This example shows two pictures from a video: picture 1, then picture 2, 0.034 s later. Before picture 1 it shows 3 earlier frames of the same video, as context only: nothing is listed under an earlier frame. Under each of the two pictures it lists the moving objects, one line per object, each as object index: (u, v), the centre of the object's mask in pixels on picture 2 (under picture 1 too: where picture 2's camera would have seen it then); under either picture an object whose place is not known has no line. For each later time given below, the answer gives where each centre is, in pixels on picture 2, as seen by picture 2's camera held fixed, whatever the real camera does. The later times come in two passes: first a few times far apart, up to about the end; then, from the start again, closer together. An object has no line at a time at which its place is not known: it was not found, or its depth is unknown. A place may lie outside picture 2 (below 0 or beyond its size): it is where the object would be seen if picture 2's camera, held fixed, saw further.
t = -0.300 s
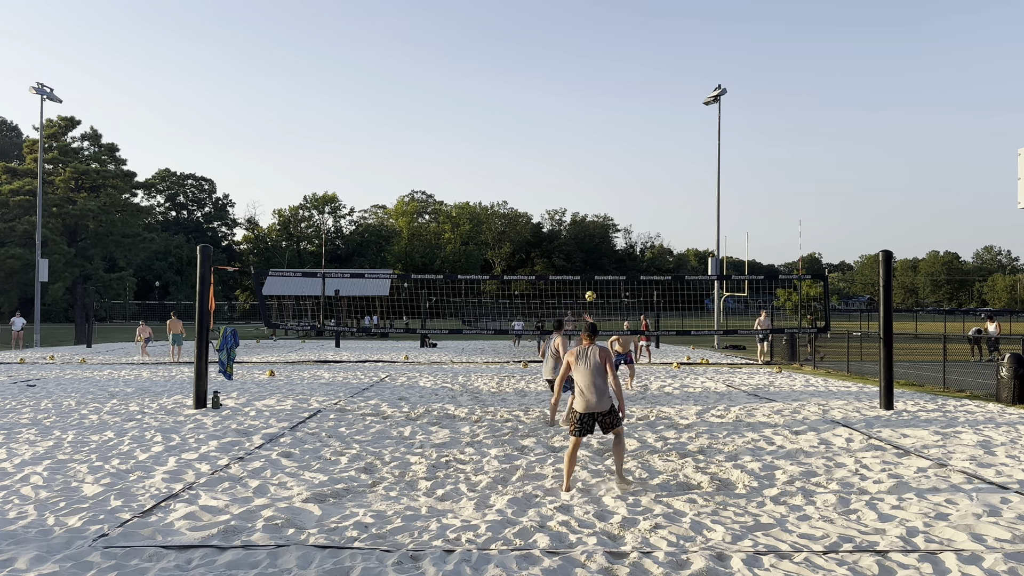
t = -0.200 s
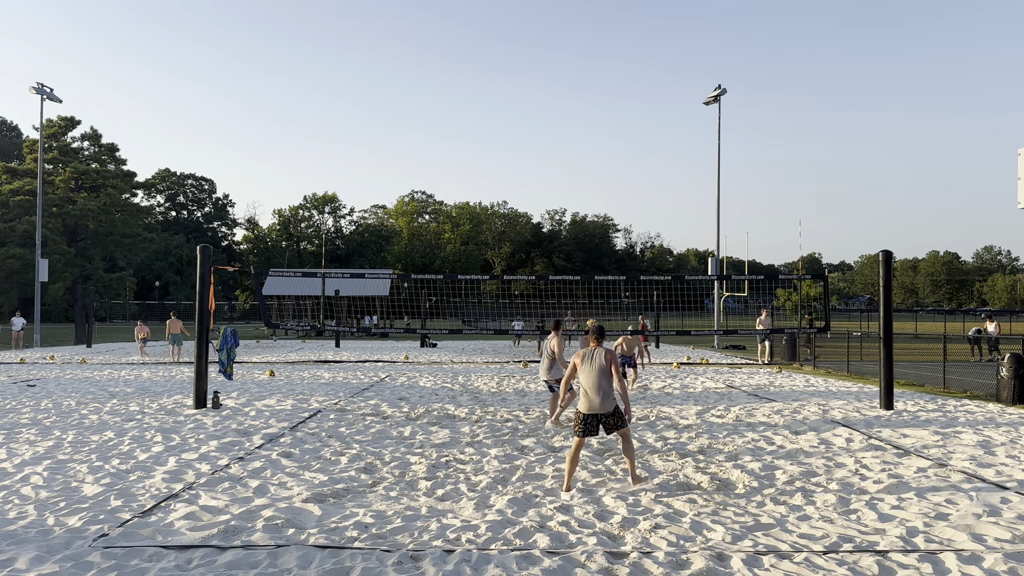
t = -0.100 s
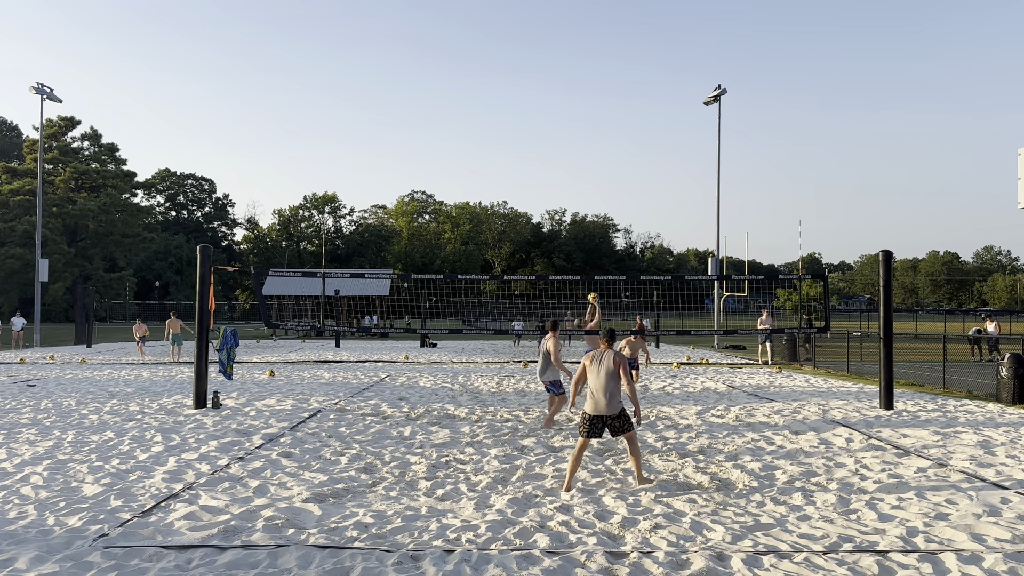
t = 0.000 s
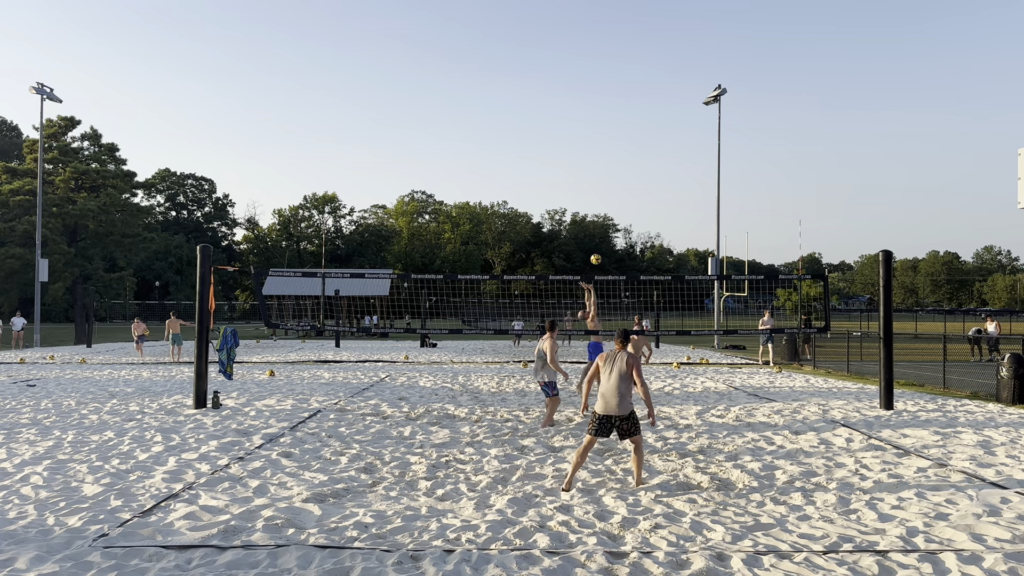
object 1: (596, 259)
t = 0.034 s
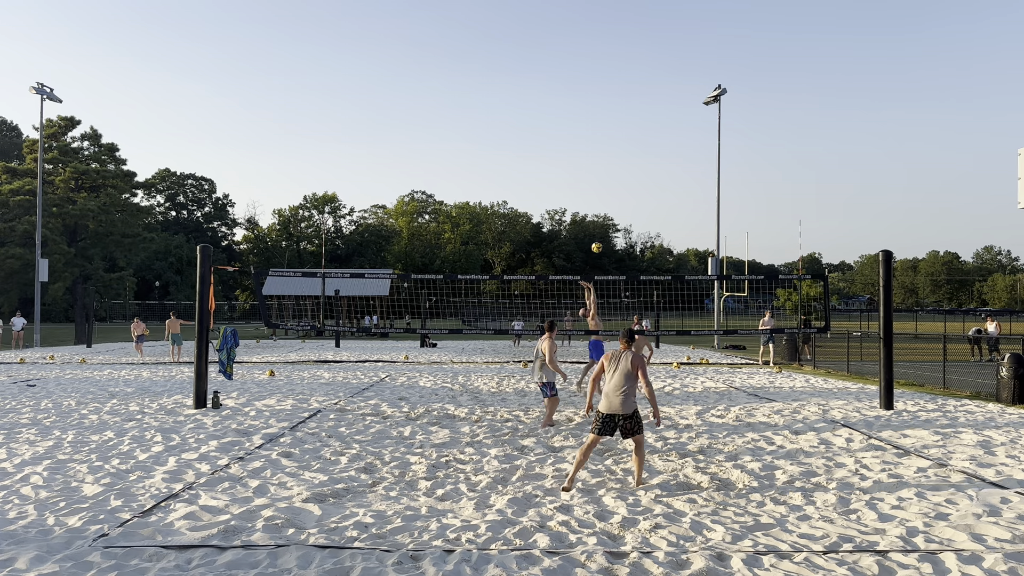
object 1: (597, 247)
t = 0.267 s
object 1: (605, 180)
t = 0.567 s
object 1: (618, 134)
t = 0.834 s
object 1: (630, 129)
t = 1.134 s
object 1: (643, 166)
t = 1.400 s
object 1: (654, 236)
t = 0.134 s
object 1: (600, 216)
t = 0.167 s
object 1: (602, 206)
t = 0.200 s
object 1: (603, 197)
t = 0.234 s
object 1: (604, 188)
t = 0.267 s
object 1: (605, 180)
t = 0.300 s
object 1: (607, 173)
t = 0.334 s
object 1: (608, 166)
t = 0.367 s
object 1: (610, 160)
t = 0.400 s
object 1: (611, 154)
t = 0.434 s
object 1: (613, 149)
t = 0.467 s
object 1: (614, 145)
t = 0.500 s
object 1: (615, 141)
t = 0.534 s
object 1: (617, 137)
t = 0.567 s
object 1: (618, 134)
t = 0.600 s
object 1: (620, 132)
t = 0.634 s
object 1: (621, 130)
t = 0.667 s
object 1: (623, 128)
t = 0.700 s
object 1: (624, 127)
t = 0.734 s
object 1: (626, 127)
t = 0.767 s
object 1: (627, 127)
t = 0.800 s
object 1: (628, 128)
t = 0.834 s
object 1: (630, 129)
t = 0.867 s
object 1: (631, 131)
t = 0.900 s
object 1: (633, 133)
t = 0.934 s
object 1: (634, 136)
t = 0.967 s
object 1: (636, 140)
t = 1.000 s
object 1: (637, 144)
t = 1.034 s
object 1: (639, 148)
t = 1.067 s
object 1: (640, 154)
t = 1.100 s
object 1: (641, 159)
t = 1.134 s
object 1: (643, 166)
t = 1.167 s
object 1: (644, 173)
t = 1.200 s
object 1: (646, 180)
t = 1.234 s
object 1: (647, 188)
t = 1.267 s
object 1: (649, 196)
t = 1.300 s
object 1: (650, 206)
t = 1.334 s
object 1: (652, 215)
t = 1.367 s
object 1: (653, 225)
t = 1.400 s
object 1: (654, 236)
